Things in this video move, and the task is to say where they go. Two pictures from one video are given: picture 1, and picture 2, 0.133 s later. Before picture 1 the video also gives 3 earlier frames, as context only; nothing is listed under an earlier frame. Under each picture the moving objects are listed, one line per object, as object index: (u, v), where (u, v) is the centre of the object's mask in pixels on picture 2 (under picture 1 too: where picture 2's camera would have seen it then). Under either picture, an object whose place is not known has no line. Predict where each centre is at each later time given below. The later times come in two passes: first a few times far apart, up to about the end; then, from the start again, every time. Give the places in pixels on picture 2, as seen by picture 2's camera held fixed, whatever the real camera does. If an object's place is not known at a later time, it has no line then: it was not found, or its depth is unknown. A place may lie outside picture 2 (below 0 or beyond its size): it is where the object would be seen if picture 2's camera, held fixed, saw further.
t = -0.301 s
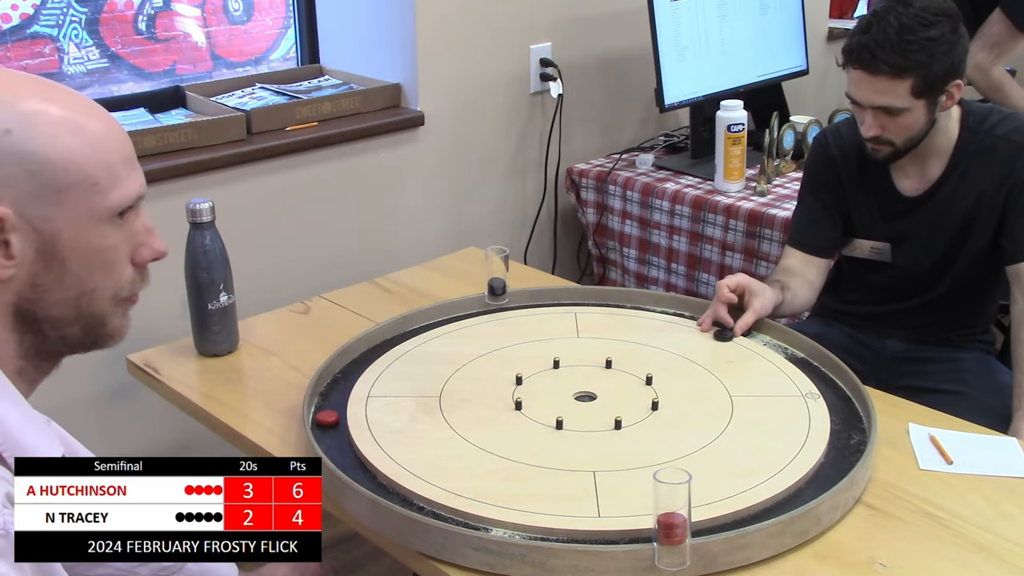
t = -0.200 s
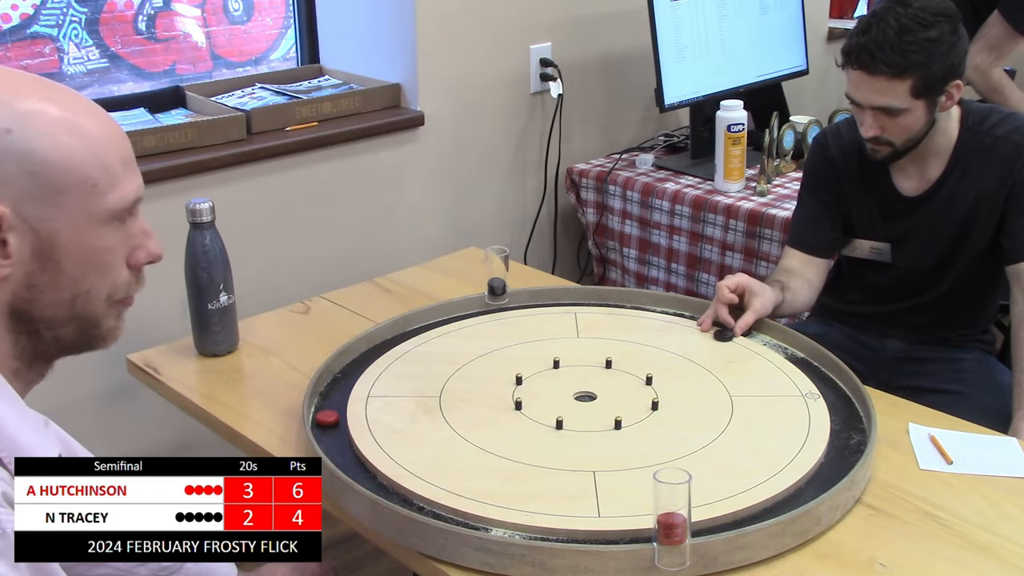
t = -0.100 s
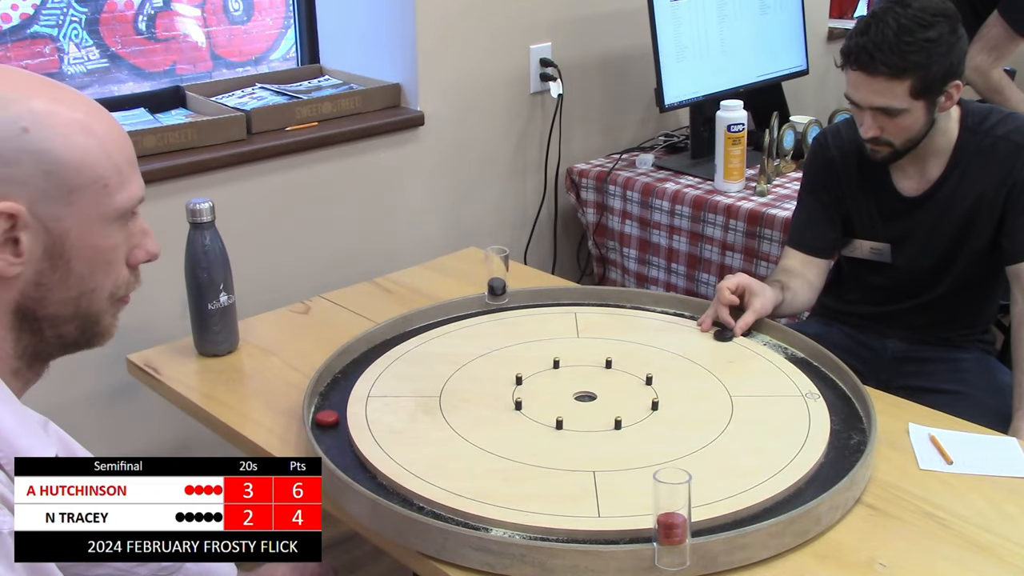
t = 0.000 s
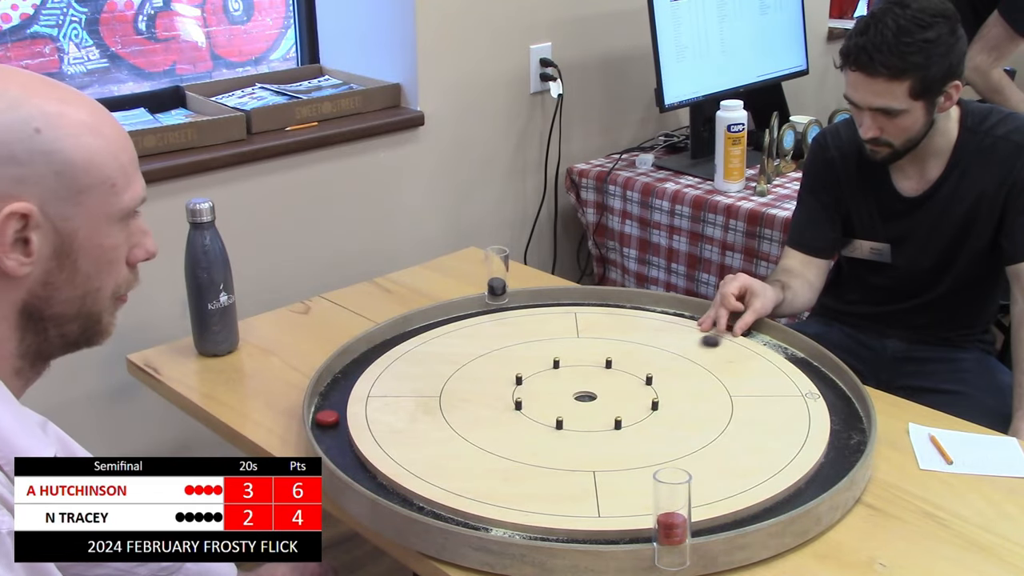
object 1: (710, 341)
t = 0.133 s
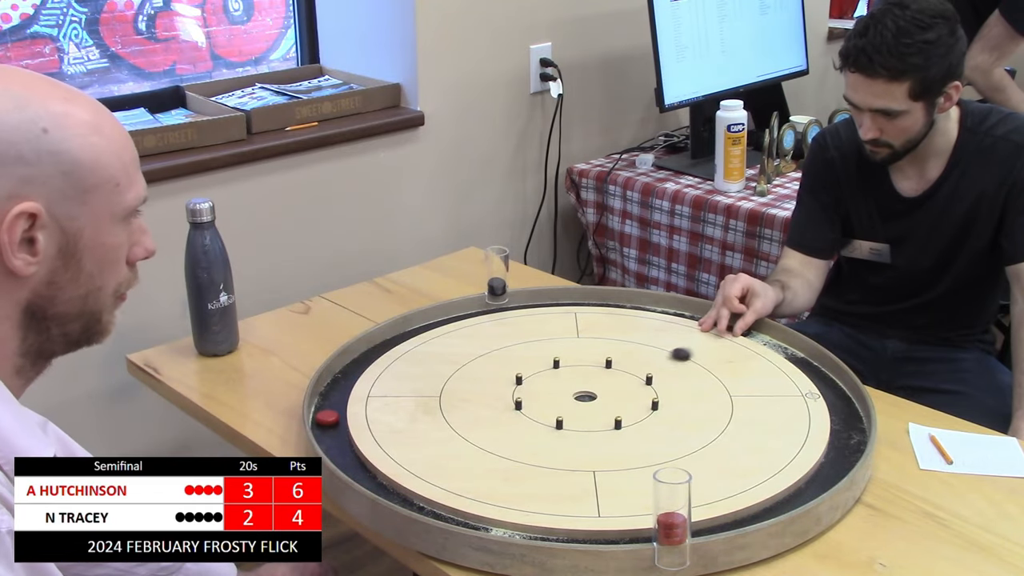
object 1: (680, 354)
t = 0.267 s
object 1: (653, 366)
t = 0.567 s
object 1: (617, 381)
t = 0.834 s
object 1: (616, 382)
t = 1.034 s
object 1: (616, 382)
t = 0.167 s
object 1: (673, 357)
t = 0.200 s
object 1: (666, 360)
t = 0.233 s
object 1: (660, 363)
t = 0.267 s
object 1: (653, 366)
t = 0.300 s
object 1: (647, 368)
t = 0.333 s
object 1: (640, 371)
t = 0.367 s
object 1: (636, 373)
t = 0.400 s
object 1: (631, 375)
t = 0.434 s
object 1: (627, 377)
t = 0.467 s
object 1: (624, 379)
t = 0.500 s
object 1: (621, 380)
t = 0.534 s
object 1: (619, 381)
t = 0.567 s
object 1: (617, 381)
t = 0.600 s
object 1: (616, 382)
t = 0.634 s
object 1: (616, 382)
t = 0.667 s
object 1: (616, 382)
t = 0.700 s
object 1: (616, 382)
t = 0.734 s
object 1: (616, 382)
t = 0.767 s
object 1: (616, 382)
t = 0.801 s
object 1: (616, 382)
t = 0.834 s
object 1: (616, 382)
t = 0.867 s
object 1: (616, 382)
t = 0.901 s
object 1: (616, 382)
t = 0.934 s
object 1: (616, 382)
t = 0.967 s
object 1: (616, 381)
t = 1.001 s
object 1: (616, 381)
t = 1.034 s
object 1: (616, 382)
